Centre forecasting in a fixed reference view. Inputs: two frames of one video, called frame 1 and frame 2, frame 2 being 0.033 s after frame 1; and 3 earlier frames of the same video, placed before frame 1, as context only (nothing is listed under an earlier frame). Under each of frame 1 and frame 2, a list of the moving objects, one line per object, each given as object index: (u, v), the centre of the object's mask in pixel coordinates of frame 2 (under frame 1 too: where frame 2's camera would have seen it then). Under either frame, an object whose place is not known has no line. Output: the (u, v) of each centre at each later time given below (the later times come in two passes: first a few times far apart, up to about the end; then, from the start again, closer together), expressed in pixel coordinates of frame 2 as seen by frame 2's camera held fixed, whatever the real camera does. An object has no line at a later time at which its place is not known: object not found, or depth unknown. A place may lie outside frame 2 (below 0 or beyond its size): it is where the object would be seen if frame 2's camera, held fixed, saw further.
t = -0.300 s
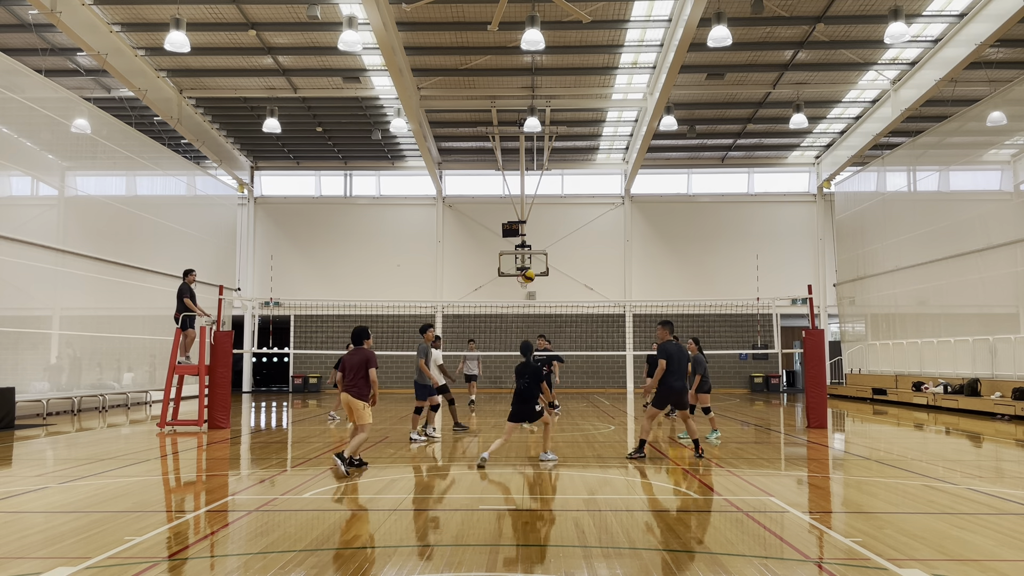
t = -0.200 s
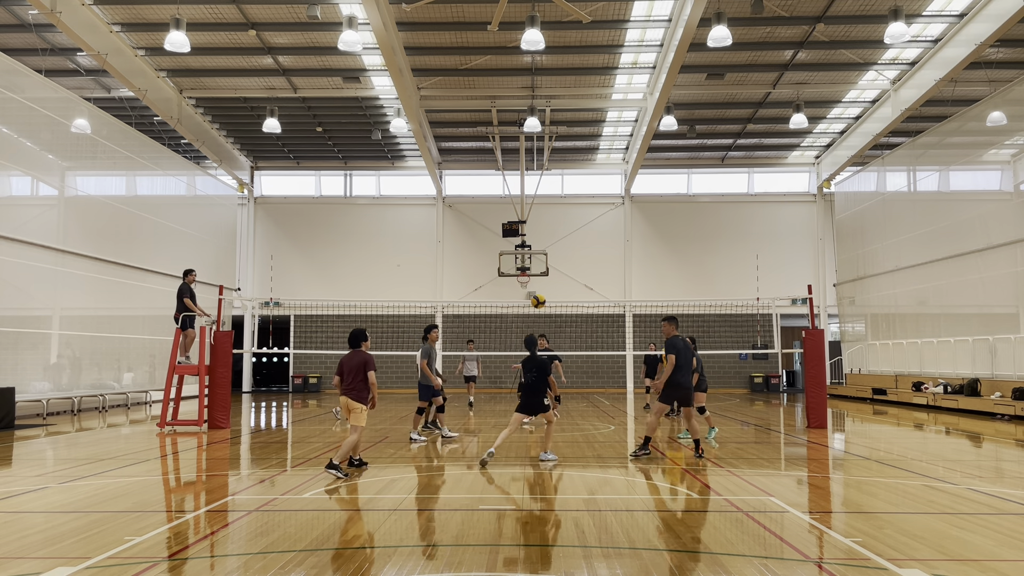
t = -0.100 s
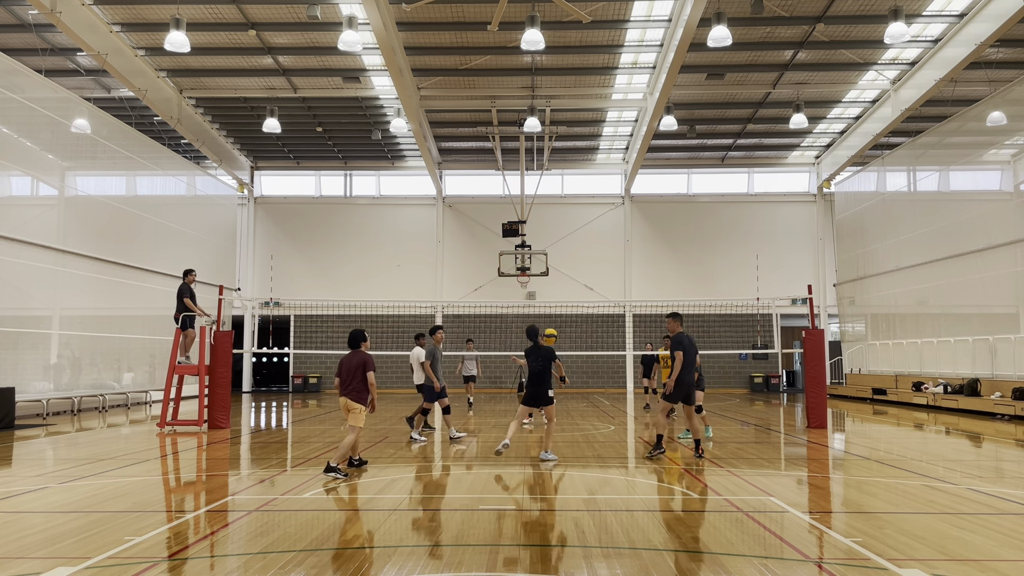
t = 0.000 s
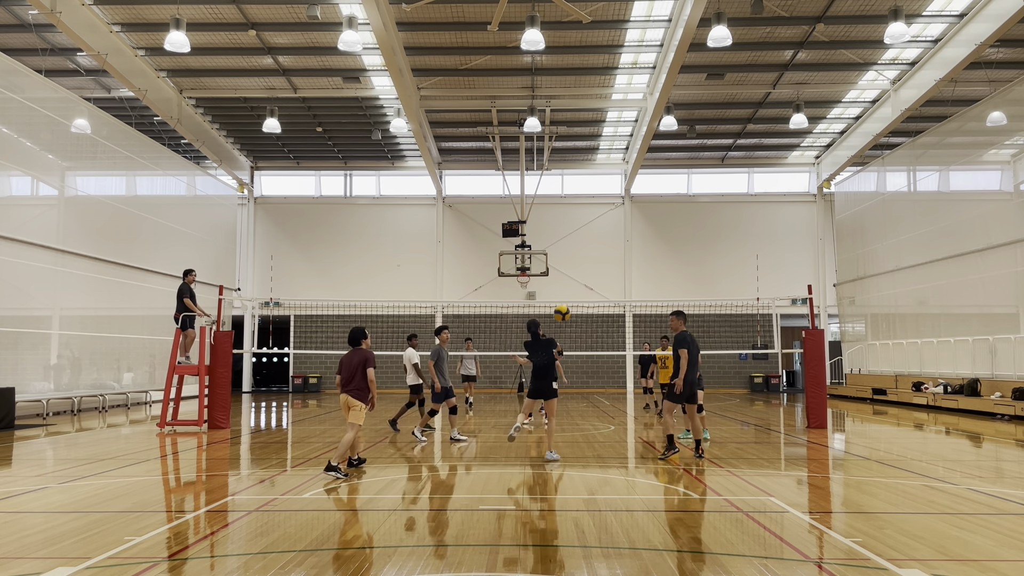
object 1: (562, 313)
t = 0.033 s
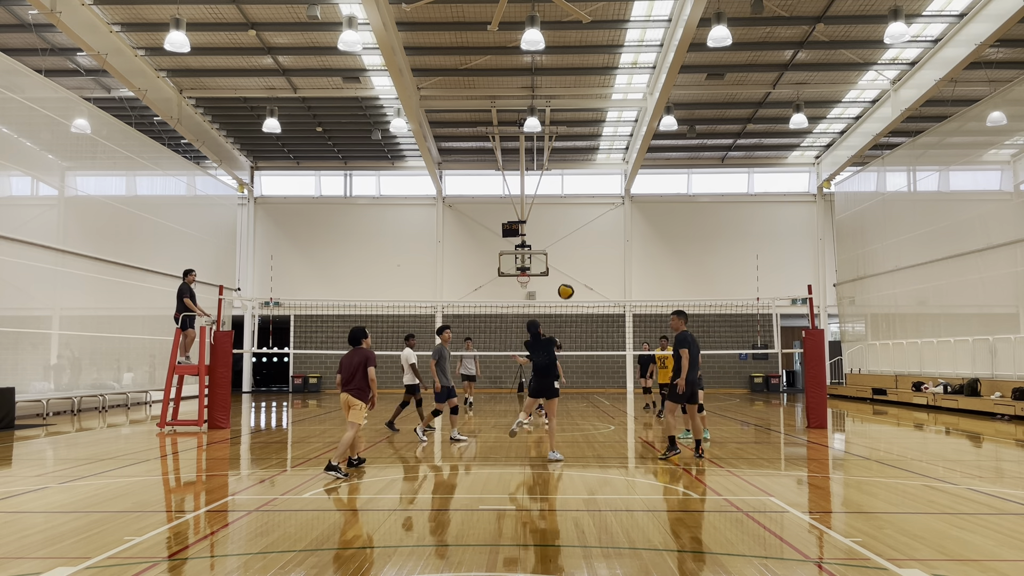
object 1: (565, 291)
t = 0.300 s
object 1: (599, 151)
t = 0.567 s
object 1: (634, 67)
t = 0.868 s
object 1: (675, 37)
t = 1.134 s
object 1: (712, 69)
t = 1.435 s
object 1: (753, 172)
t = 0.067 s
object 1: (570, 270)
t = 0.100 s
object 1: (574, 251)
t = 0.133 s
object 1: (578, 232)
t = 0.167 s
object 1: (582, 213)
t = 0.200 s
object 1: (586, 197)
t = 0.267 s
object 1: (595, 165)
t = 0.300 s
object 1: (599, 151)
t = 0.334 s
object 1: (604, 137)
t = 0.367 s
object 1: (608, 125)
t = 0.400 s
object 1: (612, 113)
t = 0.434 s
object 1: (617, 102)
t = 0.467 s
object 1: (621, 92)
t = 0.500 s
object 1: (626, 83)
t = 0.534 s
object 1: (630, 75)
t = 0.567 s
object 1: (634, 67)
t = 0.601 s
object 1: (639, 60)
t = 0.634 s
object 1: (643, 55)
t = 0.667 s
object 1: (648, 50)
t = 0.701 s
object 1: (653, 45)
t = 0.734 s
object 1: (657, 42)
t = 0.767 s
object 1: (662, 40)
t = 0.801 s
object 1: (666, 38)
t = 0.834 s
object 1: (671, 37)
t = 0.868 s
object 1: (675, 37)
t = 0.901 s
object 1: (680, 39)
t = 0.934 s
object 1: (684, 40)
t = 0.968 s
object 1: (689, 43)
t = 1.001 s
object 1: (693, 46)
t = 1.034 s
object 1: (698, 51)
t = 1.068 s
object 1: (703, 56)
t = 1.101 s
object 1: (707, 63)
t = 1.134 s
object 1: (712, 69)
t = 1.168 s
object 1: (716, 77)
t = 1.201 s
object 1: (721, 86)
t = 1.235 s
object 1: (726, 95)
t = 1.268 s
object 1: (730, 106)
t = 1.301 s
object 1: (735, 117)
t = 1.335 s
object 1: (739, 130)
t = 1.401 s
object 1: (749, 158)
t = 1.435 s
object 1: (753, 172)
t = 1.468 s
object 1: (758, 189)
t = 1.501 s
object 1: (762, 206)
